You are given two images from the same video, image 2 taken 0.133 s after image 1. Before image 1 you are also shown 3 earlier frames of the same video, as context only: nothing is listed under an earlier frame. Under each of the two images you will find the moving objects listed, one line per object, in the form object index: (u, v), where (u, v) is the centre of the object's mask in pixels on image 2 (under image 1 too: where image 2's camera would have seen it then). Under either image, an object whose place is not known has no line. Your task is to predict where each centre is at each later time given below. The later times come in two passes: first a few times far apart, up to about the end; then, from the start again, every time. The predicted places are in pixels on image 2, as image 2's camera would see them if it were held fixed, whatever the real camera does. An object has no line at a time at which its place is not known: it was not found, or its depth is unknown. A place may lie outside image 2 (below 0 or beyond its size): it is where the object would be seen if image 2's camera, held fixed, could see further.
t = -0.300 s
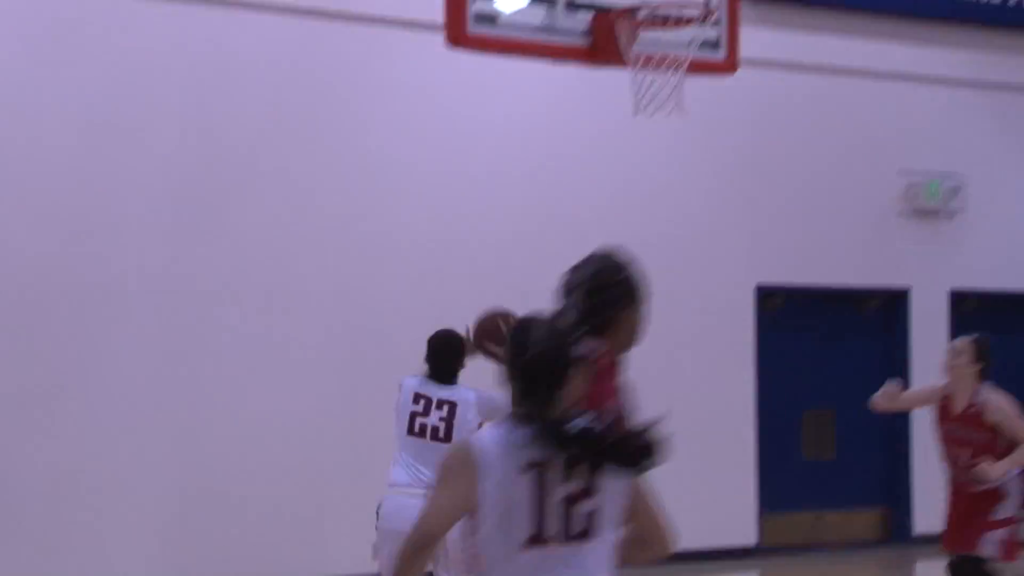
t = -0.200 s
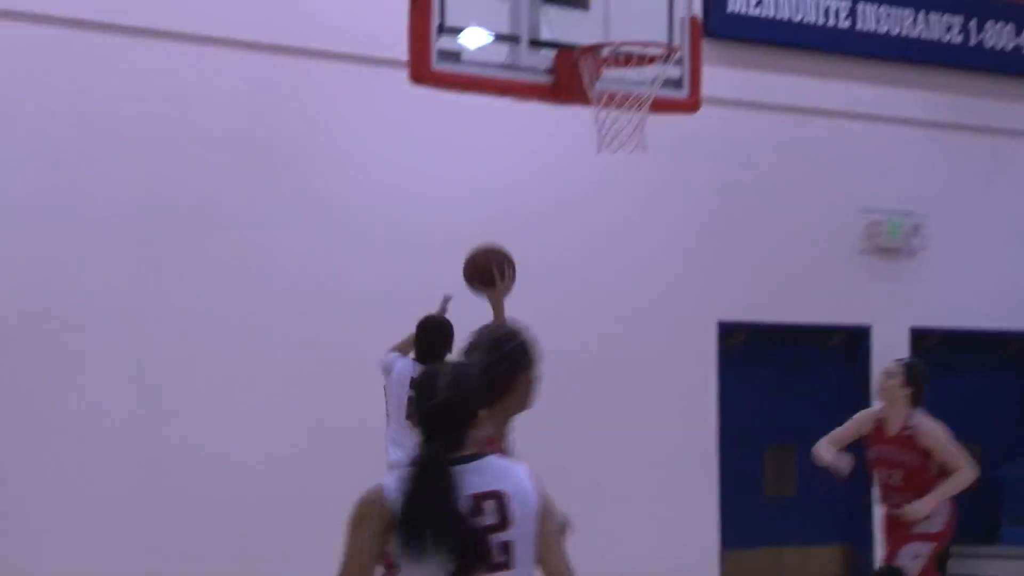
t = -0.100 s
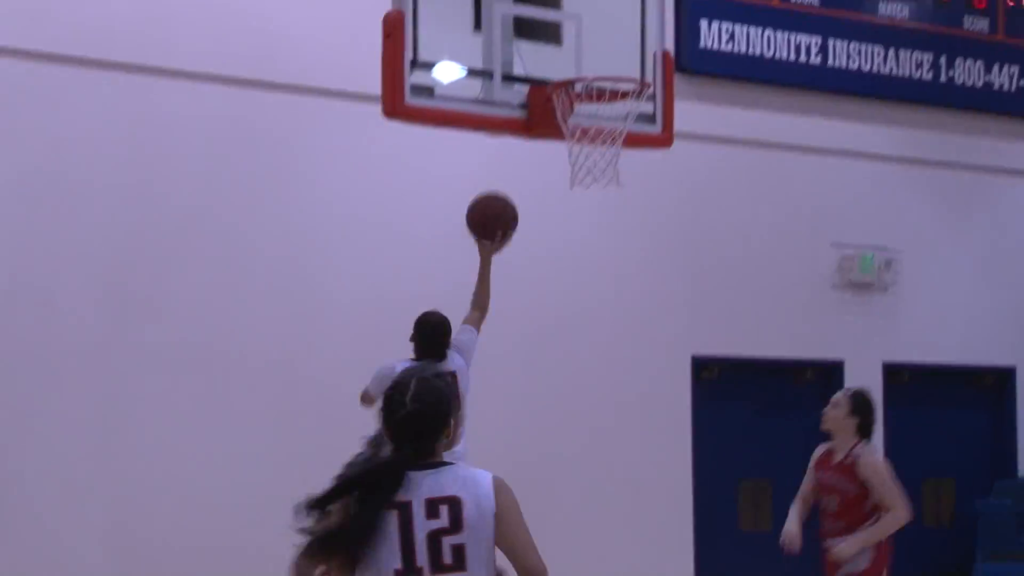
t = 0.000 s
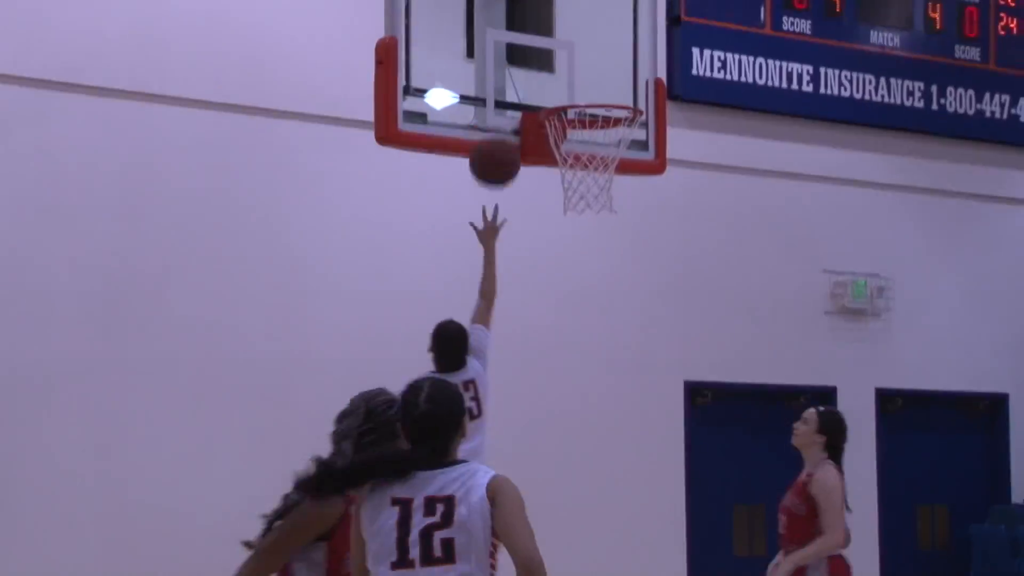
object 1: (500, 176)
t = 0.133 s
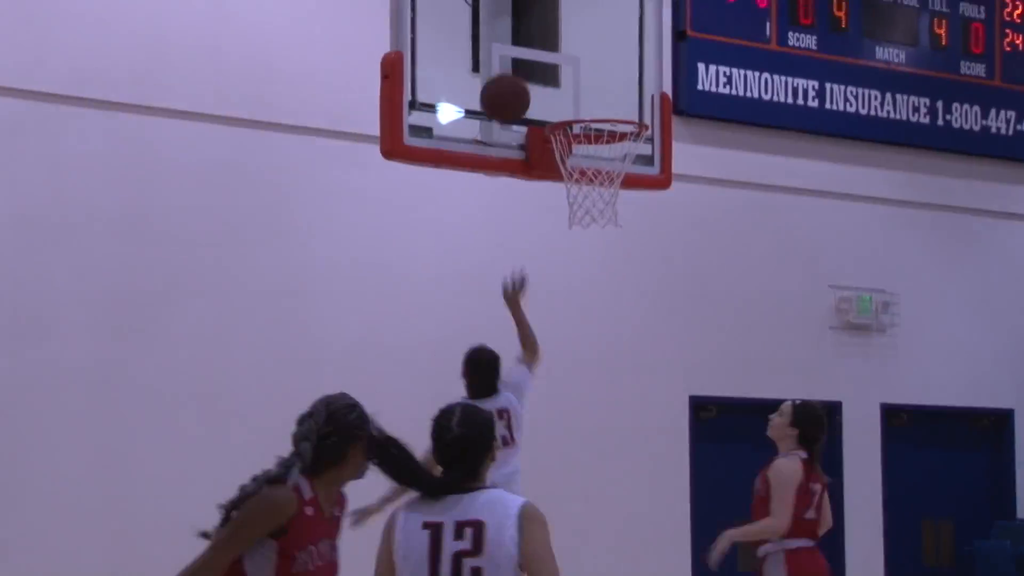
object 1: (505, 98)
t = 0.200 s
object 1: (508, 74)
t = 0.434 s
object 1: (565, 87)
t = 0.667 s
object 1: (630, 191)
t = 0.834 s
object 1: (635, 250)
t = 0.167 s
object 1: (506, 85)
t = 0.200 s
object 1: (508, 74)
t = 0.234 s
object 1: (509, 66)
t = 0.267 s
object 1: (512, 61)
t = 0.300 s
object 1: (523, 62)
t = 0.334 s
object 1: (534, 66)
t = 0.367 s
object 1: (542, 71)
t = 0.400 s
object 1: (555, 78)
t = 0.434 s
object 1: (565, 87)
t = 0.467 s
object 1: (577, 99)
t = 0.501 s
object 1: (588, 106)
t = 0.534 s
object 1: (599, 130)
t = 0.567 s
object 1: (610, 151)
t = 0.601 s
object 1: (621, 170)
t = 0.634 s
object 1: (628, 183)
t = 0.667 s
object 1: (630, 191)
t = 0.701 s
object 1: (630, 206)
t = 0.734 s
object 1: (631, 210)
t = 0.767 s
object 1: (632, 219)
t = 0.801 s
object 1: (634, 234)
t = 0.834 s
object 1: (635, 250)
